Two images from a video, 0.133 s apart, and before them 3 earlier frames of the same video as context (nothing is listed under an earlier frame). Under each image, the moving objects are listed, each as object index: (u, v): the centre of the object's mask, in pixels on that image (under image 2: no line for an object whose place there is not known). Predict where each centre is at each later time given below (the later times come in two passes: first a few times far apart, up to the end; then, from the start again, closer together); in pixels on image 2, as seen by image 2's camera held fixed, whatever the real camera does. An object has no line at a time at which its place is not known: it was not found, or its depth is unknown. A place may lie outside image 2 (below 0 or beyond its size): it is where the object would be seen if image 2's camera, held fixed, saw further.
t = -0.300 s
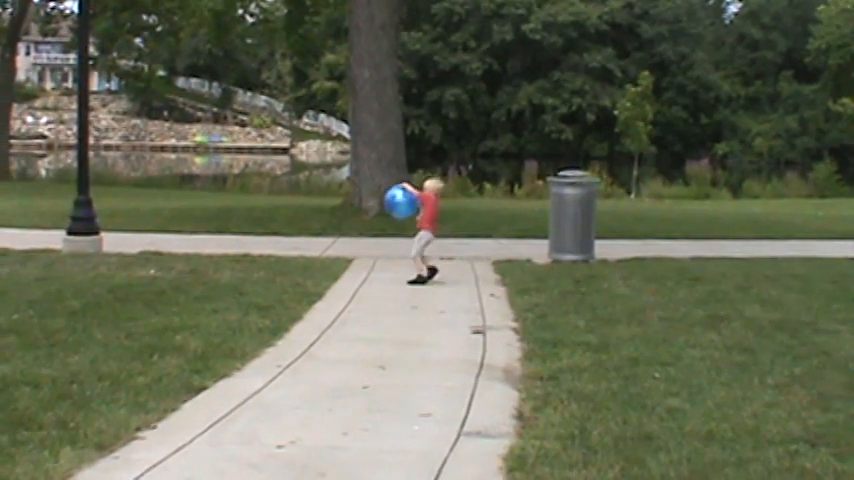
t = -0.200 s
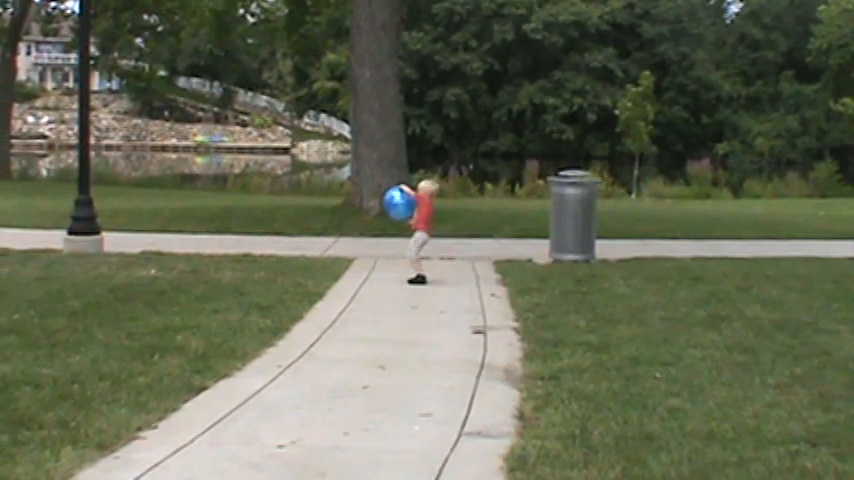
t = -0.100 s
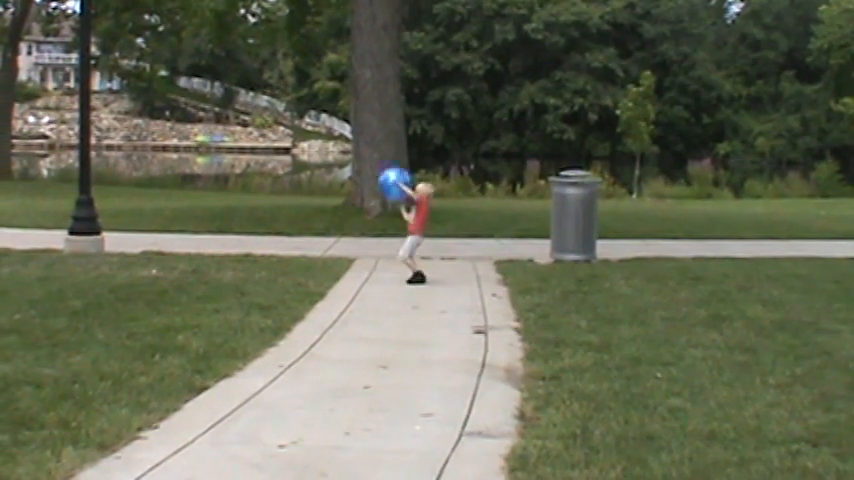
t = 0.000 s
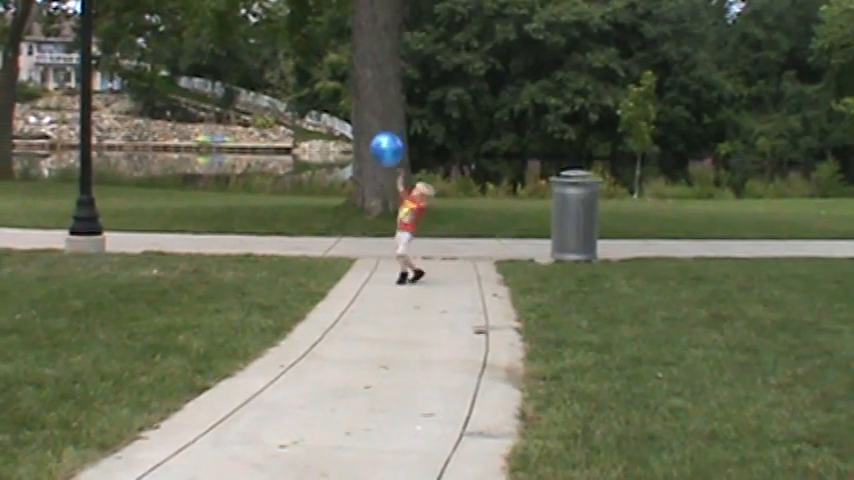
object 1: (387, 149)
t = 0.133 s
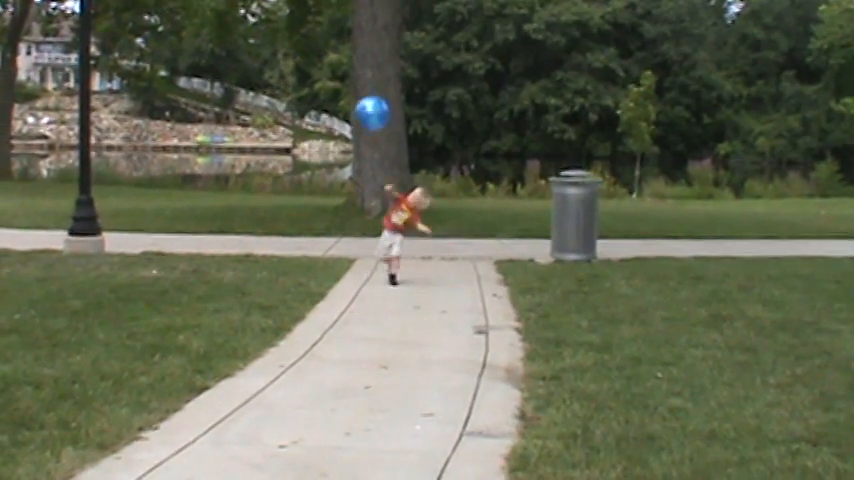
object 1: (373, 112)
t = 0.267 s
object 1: (357, 93)
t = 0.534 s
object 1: (331, 101)
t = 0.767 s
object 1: (306, 157)
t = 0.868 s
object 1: (297, 192)
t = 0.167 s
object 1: (369, 106)
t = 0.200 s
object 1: (365, 101)
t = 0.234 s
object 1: (361, 97)
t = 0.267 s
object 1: (357, 93)
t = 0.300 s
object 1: (355, 91)
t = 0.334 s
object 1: (351, 90)
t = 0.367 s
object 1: (347, 90)
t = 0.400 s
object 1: (344, 91)
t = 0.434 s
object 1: (341, 92)
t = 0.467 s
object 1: (338, 95)
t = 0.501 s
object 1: (334, 98)
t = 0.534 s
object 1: (331, 101)
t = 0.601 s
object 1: (323, 113)
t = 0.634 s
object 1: (319, 120)
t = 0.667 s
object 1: (315, 127)
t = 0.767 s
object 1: (306, 157)
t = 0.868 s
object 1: (297, 192)
